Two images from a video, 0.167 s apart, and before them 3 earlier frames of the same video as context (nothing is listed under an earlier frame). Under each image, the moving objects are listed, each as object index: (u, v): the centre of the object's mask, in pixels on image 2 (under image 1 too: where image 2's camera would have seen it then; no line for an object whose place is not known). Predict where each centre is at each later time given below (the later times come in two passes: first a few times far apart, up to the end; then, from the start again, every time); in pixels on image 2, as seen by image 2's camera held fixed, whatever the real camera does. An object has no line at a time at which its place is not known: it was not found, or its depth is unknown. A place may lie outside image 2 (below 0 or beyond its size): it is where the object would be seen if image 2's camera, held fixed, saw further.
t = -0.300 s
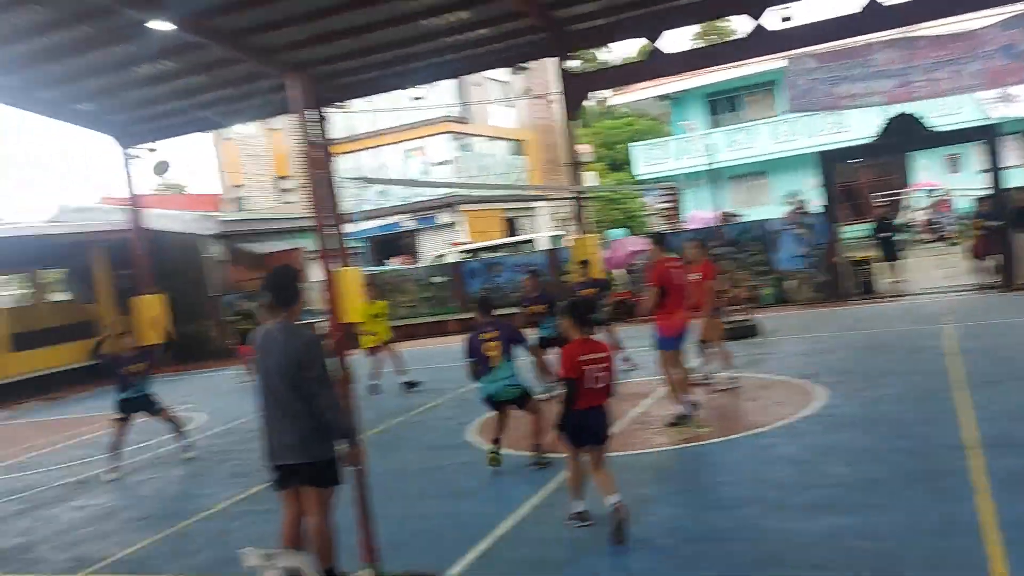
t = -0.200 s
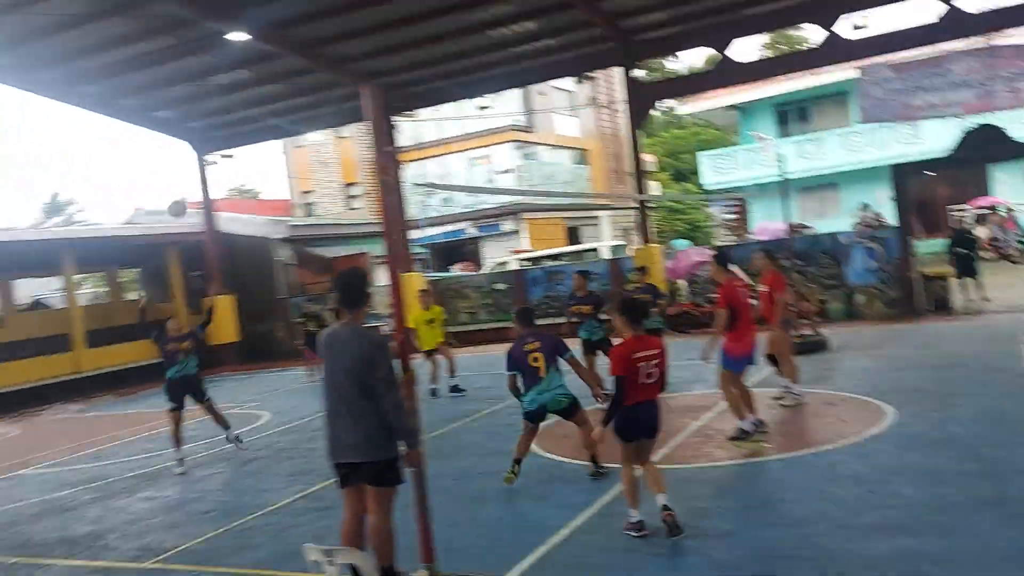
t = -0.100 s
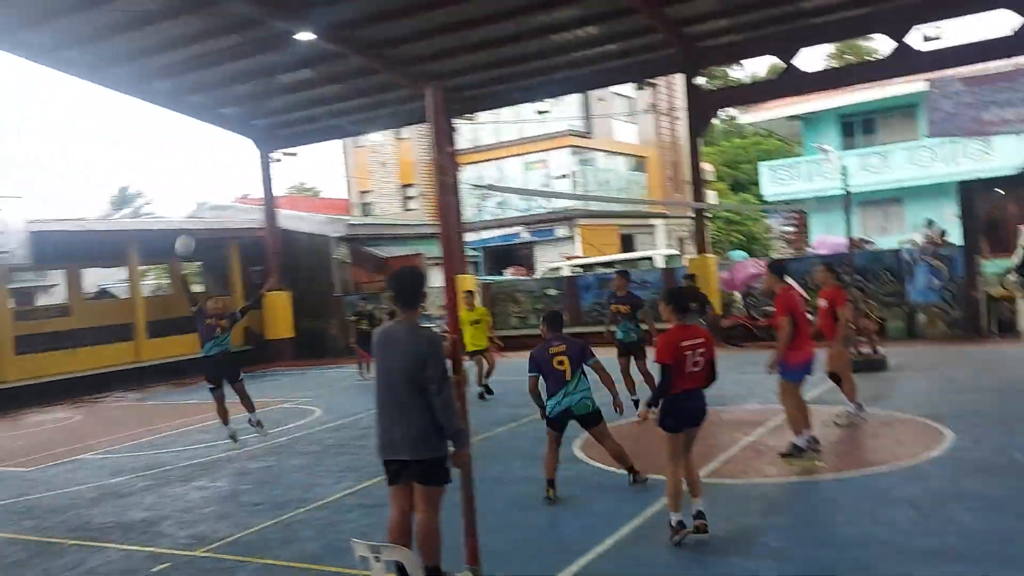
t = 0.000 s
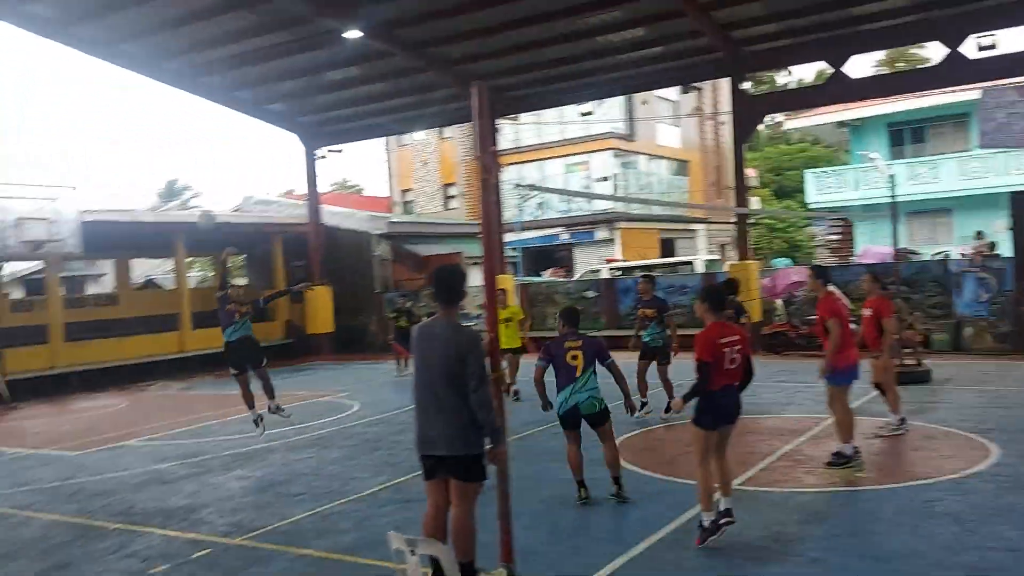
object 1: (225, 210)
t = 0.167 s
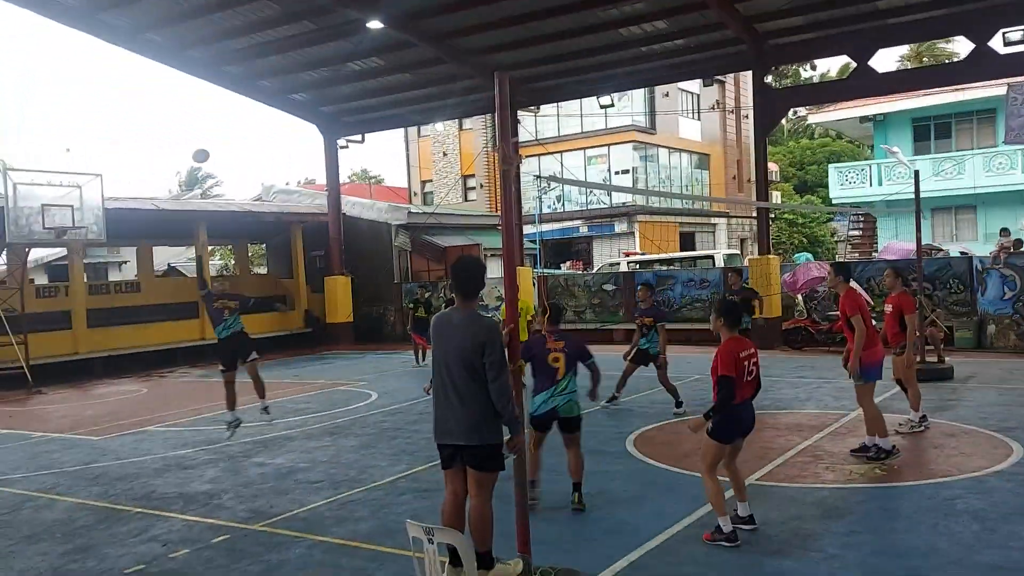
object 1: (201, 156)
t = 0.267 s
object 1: (184, 136)
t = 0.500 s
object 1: (145, 122)
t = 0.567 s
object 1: (135, 127)
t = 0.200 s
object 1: (195, 148)
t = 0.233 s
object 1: (190, 141)
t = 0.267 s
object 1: (184, 136)
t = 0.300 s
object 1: (178, 131)
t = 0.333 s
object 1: (172, 127)
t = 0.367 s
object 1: (167, 124)
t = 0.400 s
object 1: (162, 121)
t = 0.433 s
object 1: (156, 121)
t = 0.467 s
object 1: (150, 121)
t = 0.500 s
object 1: (145, 122)
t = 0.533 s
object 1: (140, 124)
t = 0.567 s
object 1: (135, 127)
